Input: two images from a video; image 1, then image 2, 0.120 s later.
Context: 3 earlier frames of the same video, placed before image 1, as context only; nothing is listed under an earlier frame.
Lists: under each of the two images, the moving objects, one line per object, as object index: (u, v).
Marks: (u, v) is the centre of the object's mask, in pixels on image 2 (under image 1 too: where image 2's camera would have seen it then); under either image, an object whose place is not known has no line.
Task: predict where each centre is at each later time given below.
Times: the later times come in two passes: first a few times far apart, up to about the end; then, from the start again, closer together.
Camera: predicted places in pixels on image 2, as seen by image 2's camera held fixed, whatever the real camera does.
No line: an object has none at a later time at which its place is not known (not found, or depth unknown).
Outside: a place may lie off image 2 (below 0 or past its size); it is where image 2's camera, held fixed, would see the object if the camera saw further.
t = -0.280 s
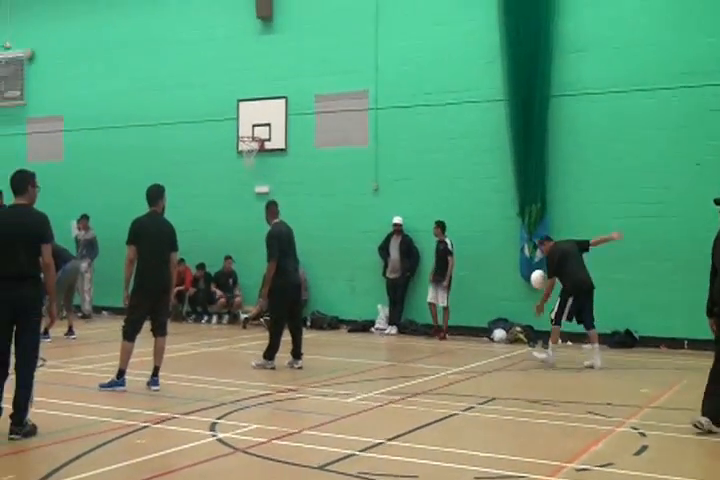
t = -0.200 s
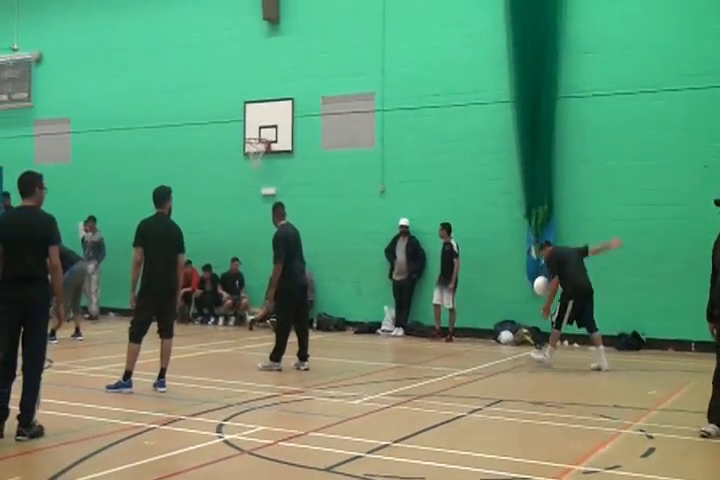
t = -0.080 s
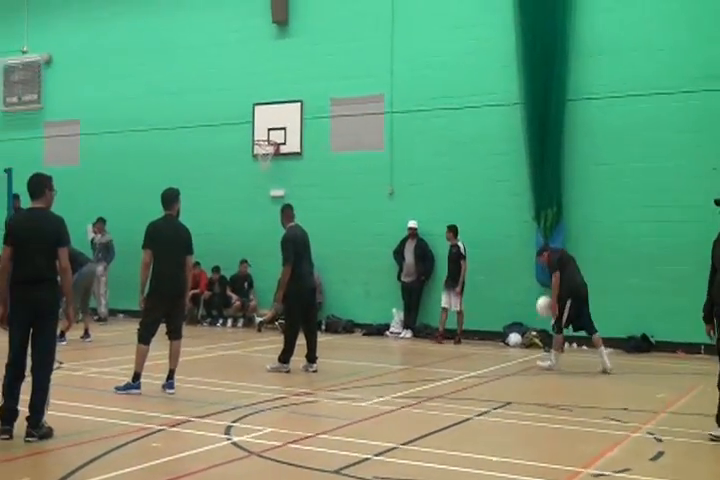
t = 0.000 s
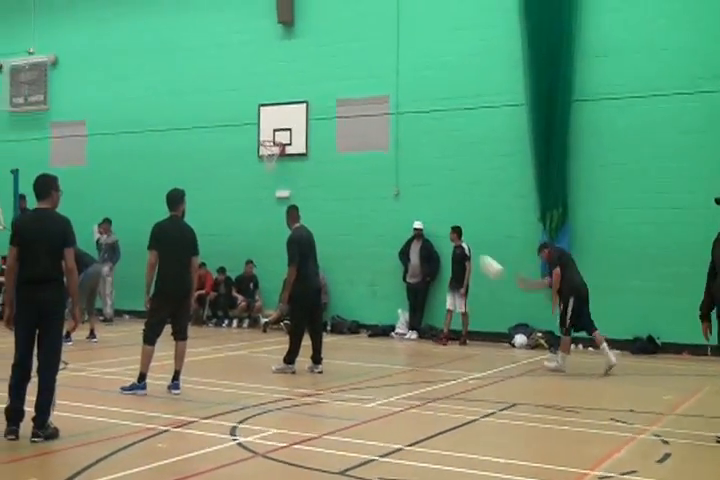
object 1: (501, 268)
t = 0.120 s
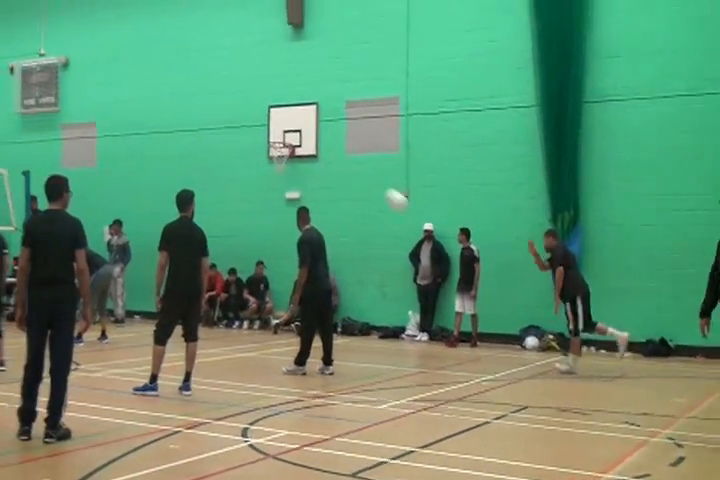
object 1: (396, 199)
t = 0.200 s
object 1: (331, 163)
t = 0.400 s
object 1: (187, 106)
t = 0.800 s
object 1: (-44, 87)
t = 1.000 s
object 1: (-139, 119)
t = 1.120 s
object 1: (-191, 145)
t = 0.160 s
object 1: (363, 179)
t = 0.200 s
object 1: (331, 163)
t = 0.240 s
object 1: (300, 148)
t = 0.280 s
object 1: (271, 135)
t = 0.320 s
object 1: (242, 124)
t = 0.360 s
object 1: (214, 114)
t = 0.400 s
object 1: (187, 106)
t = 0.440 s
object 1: (161, 99)
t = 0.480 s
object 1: (136, 92)
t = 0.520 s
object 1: (111, 87)
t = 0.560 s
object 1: (88, 84)
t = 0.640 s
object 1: (42, 80)
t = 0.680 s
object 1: (20, 81)
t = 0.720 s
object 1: (-2, 81)
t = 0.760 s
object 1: (-24, 83)
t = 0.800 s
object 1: (-44, 87)
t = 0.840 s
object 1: (-63, 92)
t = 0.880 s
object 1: (-83, 97)
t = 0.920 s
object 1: (-102, 104)
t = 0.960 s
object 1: (-121, 111)
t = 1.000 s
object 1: (-139, 119)
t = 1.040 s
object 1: (-157, 128)
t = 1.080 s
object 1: (-175, 138)
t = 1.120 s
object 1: (-191, 145)
